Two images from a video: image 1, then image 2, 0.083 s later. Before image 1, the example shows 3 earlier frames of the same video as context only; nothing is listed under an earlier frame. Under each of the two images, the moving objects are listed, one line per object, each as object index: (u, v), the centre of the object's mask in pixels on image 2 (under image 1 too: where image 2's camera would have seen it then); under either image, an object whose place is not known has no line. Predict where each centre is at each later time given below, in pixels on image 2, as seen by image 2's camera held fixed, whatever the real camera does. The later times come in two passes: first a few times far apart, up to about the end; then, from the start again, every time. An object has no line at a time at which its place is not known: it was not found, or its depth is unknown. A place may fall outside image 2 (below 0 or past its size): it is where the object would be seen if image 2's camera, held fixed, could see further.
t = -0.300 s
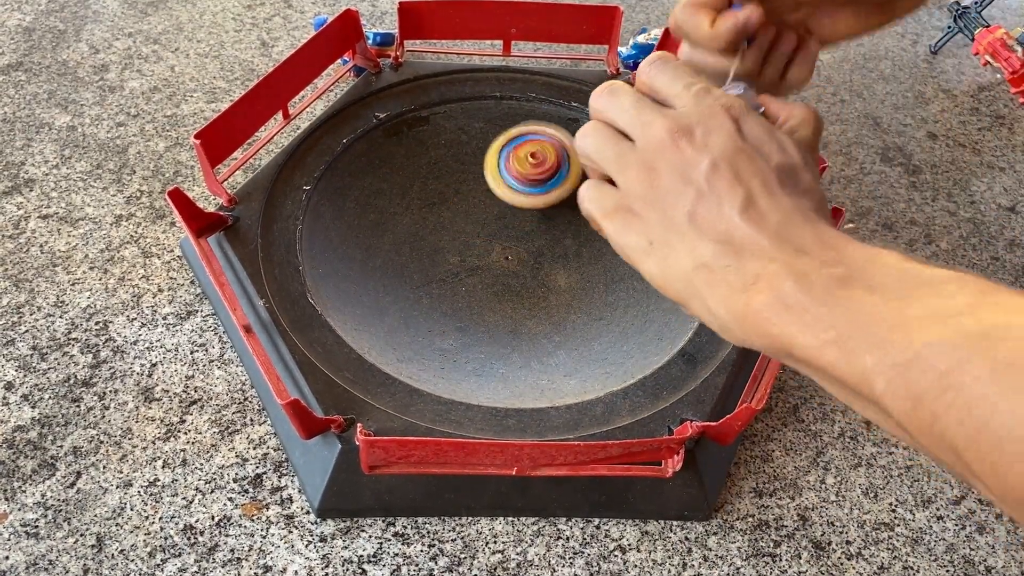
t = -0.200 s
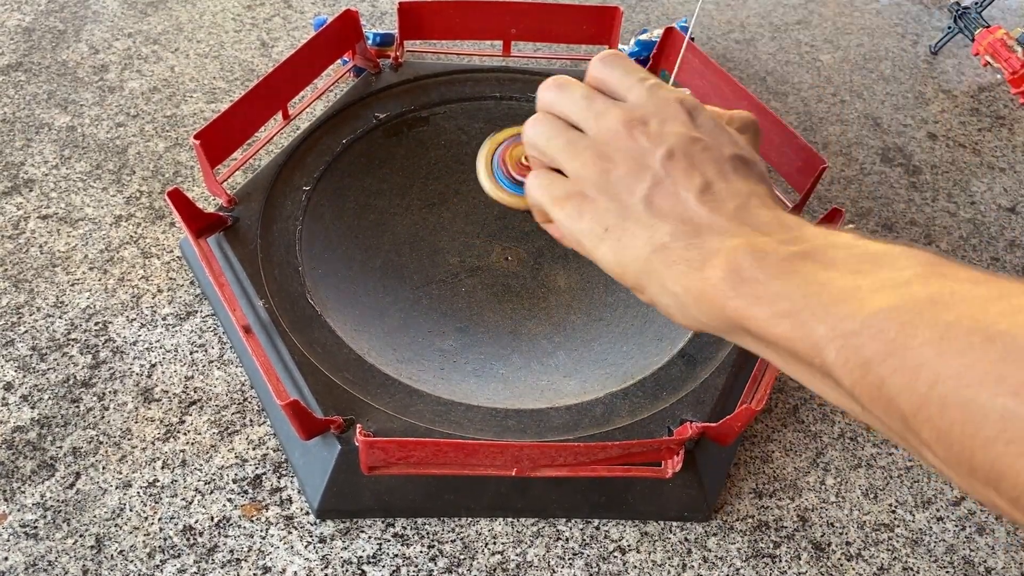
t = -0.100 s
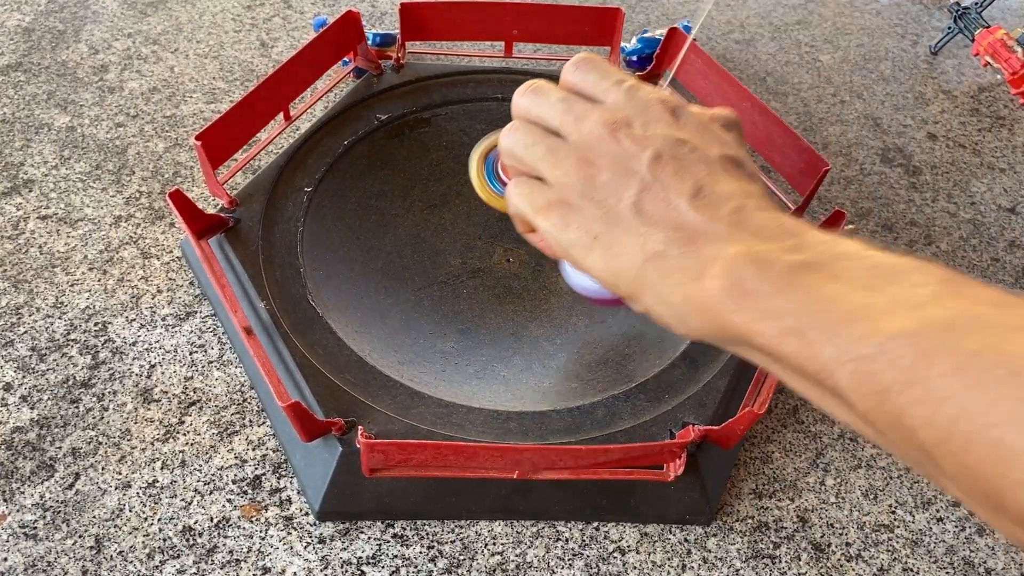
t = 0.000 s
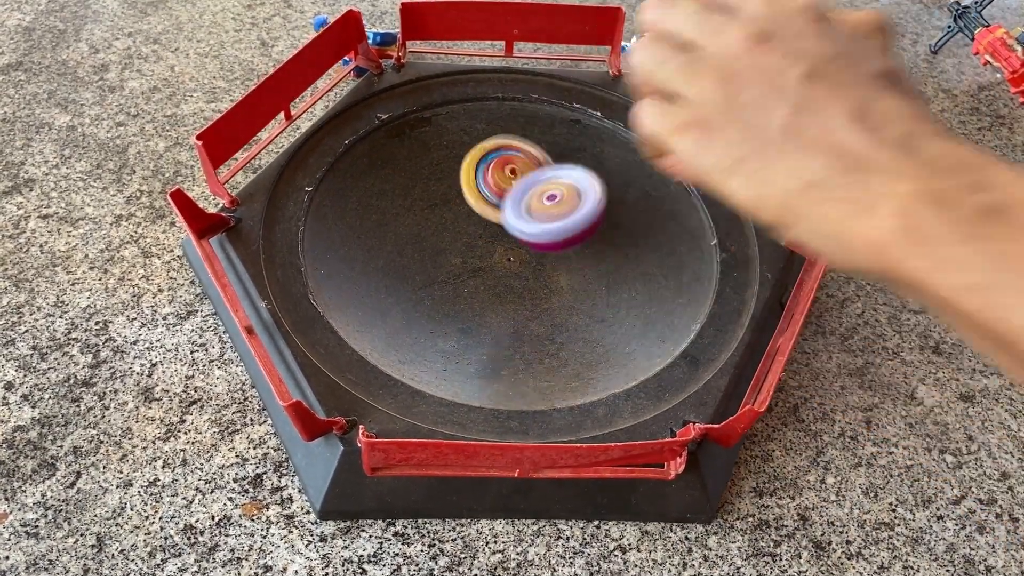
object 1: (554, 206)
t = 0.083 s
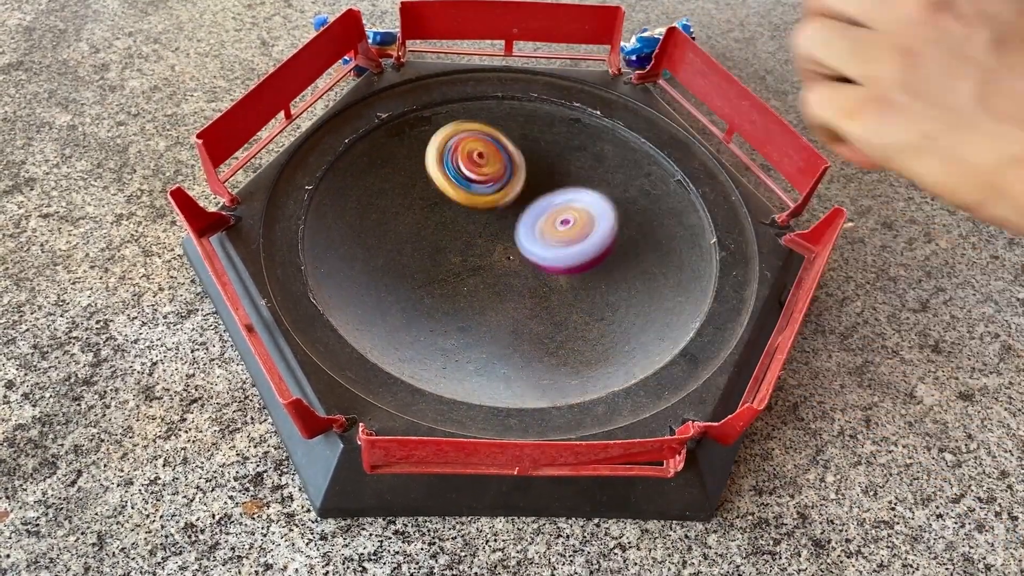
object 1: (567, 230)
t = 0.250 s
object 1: (579, 188)
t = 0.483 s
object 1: (601, 116)
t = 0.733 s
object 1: (630, 157)
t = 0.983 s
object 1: (601, 124)
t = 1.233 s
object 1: (569, 145)
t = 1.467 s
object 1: (483, 152)
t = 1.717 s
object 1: (442, 103)
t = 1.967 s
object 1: (510, 93)
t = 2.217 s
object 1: (560, 141)
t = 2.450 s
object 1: (507, 213)
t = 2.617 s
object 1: (479, 52)
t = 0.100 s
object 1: (571, 224)
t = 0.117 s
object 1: (573, 221)
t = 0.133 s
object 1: (575, 221)
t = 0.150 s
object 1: (577, 224)
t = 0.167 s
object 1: (578, 218)
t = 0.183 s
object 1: (579, 211)
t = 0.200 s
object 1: (578, 208)
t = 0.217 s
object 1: (579, 200)
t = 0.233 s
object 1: (579, 194)
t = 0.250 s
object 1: (579, 188)
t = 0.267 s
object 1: (579, 181)
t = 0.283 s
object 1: (579, 174)
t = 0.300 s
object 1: (579, 166)
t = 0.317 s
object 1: (580, 159)
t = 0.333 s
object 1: (581, 153)
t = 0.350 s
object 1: (583, 146)
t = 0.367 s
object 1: (584, 140)
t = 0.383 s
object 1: (586, 135)
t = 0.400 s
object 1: (588, 130)
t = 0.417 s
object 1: (591, 126)
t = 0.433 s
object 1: (593, 123)
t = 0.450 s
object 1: (596, 120)
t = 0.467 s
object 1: (599, 117)
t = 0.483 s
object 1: (601, 116)
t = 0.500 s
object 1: (604, 115)
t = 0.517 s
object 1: (607, 115)
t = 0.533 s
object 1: (610, 115)
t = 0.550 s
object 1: (612, 117)
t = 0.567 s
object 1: (614, 118)
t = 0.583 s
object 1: (616, 120)
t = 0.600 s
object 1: (619, 124)
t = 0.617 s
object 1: (620, 127)
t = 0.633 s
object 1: (622, 131)
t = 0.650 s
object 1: (623, 136)
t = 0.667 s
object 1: (625, 140)
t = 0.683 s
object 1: (627, 145)
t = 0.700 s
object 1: (628, 149)
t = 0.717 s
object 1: (629, 153)
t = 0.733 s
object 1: (630, 157)
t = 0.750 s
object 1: (630, 161)
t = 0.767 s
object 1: (629, 165)
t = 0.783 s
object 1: (628, 169)
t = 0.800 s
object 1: (626, 172)
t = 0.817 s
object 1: (623, 174)
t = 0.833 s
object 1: (619, 177)
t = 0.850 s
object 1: (613, 178)
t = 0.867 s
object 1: (608, 179)
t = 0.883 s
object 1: (600, 179)
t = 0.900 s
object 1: (596, 176)
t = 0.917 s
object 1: (596, 165)
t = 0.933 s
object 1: (597, 154)
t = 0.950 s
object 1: (598, 144)
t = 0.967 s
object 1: (599, 134)
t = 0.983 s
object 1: (601, 124)
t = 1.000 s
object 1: (603, 116)
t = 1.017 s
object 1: (605, 109)
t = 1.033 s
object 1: (607, 103)
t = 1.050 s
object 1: (606, 102)
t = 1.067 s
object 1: (604, 106)
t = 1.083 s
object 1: (602, 109)
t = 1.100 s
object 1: (599, 112)
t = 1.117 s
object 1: (597, 117)
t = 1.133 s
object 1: (593, 121)
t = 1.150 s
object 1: (590, 125)
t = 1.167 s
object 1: (586, 129)
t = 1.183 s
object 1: (582, 133)
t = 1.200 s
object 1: (578, 137)
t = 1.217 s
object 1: (574, 141)
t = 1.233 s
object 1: (569, 145)
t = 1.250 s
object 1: (565, 148)
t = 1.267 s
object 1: (559, 151)
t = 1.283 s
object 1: (554, 153)
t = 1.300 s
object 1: (548, 155)
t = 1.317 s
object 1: (542, 156)
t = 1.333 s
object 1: (536, 157)
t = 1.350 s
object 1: (529, 158)
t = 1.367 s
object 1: (523, 158)
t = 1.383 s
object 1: (516, 158)
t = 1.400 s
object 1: (509, 158)
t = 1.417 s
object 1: (503, 157)
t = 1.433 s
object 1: (496, 155)
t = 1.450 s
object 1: (490, 154)
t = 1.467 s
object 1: (483, 152)
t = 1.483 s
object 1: (477, 148)
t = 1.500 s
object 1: (471, 146)
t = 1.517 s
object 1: (466, 143)
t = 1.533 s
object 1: (461, 140)
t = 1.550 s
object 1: (456, 136)
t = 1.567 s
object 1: (453, 133)
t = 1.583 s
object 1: (449, 129)
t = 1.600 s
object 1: (446, 125)
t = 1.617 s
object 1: (443, 121)
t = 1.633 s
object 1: (442, 118)
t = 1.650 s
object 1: (440, 113)
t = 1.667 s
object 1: (440, 111)
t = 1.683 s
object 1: (440, 108)
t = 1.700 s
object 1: (441, 105)
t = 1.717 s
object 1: (442, 103)
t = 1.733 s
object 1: (444, 101)
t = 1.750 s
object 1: (446, 99)
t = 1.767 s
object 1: (450, 97)
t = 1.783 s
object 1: (453, 96)
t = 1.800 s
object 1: (457, 95)
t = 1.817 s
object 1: (461, 94)
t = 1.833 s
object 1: (467, 94)
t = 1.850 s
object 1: (471, 94)
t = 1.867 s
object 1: (477, 93)
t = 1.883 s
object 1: (481, 93)
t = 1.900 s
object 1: (487, 93)
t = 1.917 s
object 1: (492, 92)
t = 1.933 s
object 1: (498, 92)
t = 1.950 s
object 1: (504, 92)
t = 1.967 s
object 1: (510, 93)
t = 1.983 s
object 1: (515, 95)
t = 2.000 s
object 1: (520, 99)
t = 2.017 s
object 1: (524, 105)
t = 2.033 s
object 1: (527, 110)
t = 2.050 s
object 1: (530, 117)
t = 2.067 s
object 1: (530, 126)
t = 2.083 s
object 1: (529, 135)
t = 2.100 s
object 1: (527, 145)
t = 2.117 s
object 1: (524, 154)
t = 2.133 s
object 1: (520, 162)
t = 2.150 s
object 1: (529, 155)
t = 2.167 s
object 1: (539, 148)
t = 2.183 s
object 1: (546, 145)
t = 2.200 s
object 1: (553, 144)
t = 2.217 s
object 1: (560, 141)
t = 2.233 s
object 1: (565, 140)
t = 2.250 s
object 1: (569, 141)
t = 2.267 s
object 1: (572, 143)
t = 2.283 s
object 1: (574, 146)
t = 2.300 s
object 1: (574, 151)
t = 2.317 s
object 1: (572, 157)
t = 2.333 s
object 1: (570, 163)
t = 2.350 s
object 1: (565, 171)
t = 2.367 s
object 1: (558, 179)
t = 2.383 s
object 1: (551, 186)
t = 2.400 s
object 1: (542, 194)
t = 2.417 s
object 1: (531, 201)
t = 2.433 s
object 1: (520, 207)
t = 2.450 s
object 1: (507, 213)
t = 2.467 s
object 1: (491, 217)
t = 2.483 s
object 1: (476, 221)
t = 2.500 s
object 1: (461, 224)
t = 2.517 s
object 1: (445, 225)
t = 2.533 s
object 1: (442, 204)
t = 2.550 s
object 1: (448, 168)
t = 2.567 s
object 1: (455, 134)
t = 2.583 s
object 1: (462, 108)
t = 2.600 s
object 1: (469, 76)
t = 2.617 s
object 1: (479, 52)
